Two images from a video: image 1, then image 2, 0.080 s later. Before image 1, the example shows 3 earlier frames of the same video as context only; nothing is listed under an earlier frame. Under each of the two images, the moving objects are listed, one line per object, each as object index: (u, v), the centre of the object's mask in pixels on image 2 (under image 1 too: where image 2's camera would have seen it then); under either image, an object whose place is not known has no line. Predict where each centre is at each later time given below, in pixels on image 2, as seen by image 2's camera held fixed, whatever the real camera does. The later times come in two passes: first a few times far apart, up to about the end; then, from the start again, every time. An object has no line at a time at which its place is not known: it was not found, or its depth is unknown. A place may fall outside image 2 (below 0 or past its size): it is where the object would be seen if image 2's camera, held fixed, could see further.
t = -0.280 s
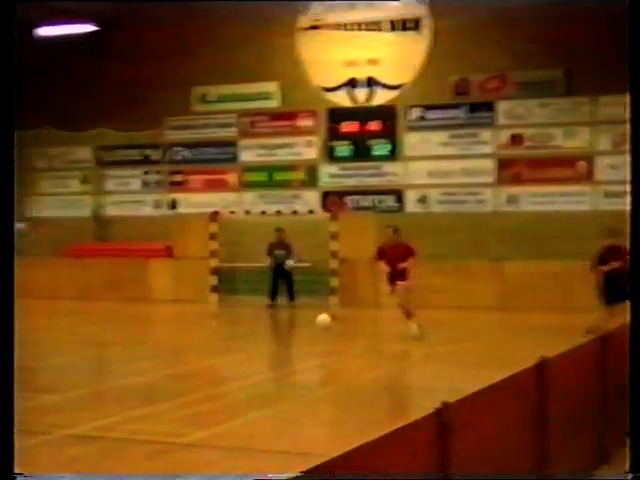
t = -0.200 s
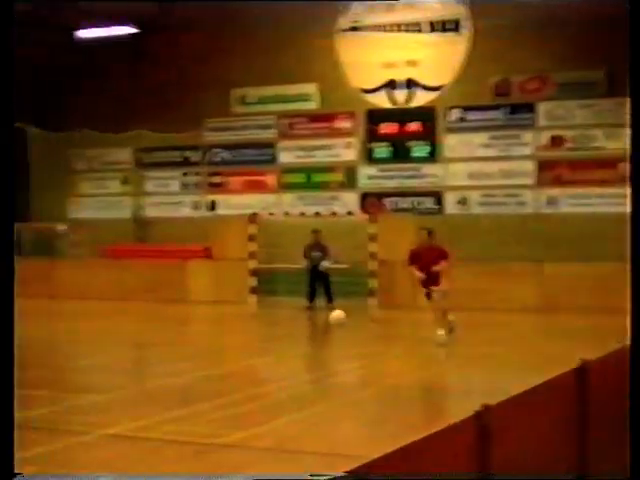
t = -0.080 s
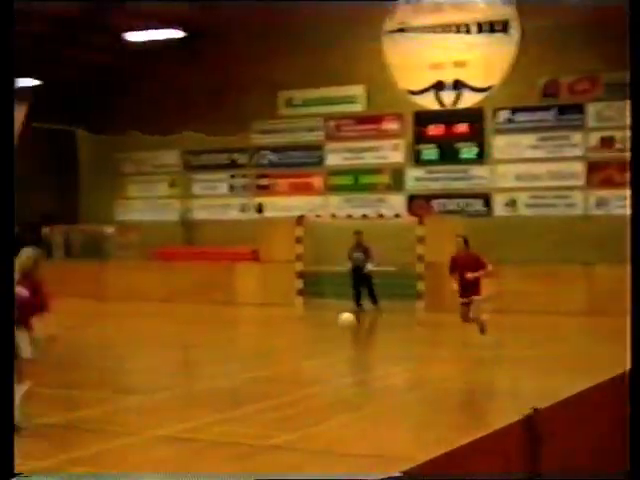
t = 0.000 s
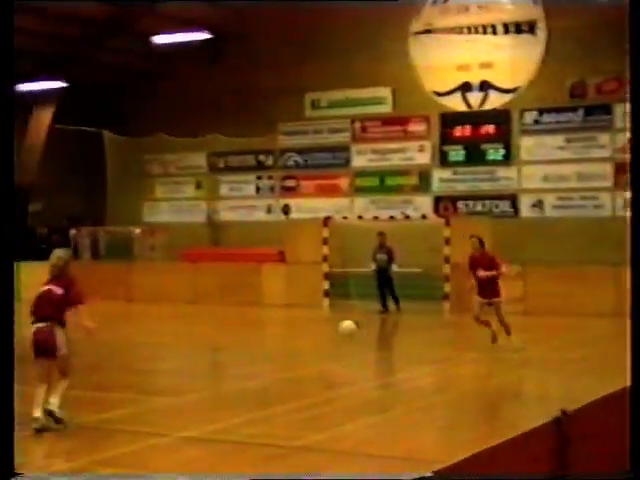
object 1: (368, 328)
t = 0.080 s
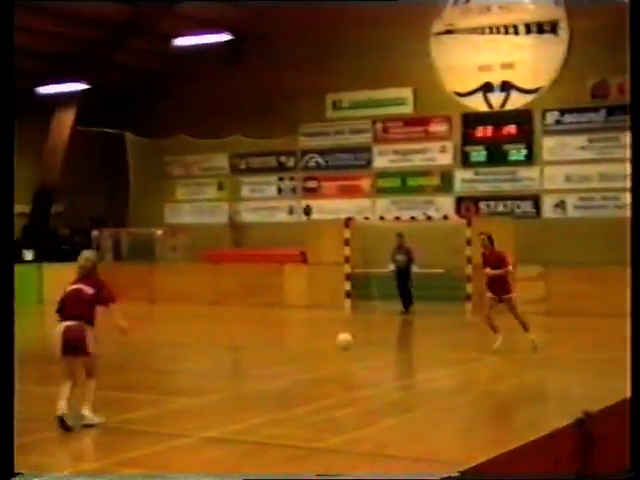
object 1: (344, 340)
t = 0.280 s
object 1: (282, 355)
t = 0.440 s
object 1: (233, 339)
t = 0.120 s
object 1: (332, 347)
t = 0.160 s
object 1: (319, 356)
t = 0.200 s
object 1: (308, 366)
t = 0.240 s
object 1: (296, 362)
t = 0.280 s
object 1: (282, 355)
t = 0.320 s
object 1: (270, 349)
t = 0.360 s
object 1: (258, 345)
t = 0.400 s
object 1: (245, 341)
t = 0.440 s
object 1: (233, 339)
